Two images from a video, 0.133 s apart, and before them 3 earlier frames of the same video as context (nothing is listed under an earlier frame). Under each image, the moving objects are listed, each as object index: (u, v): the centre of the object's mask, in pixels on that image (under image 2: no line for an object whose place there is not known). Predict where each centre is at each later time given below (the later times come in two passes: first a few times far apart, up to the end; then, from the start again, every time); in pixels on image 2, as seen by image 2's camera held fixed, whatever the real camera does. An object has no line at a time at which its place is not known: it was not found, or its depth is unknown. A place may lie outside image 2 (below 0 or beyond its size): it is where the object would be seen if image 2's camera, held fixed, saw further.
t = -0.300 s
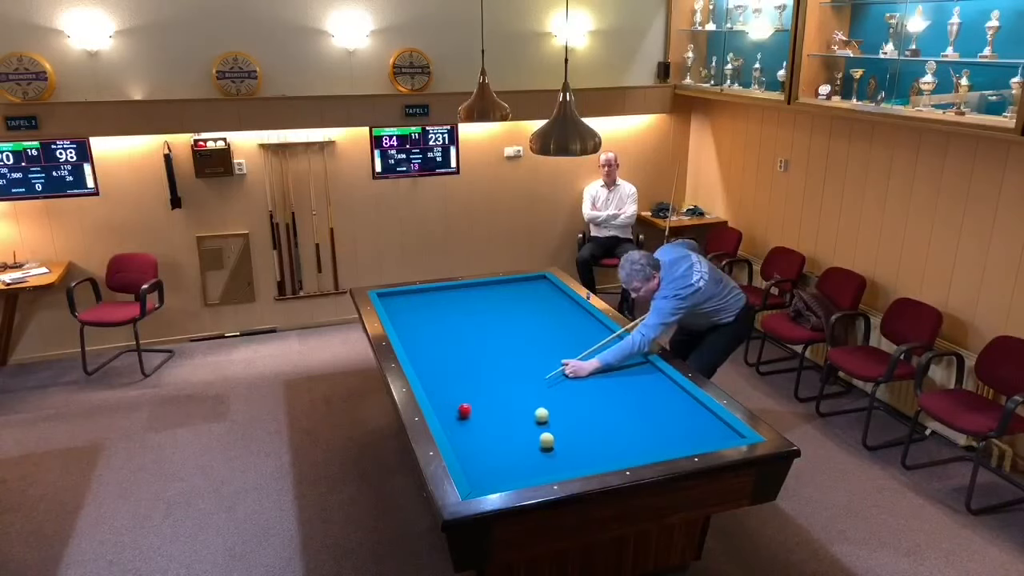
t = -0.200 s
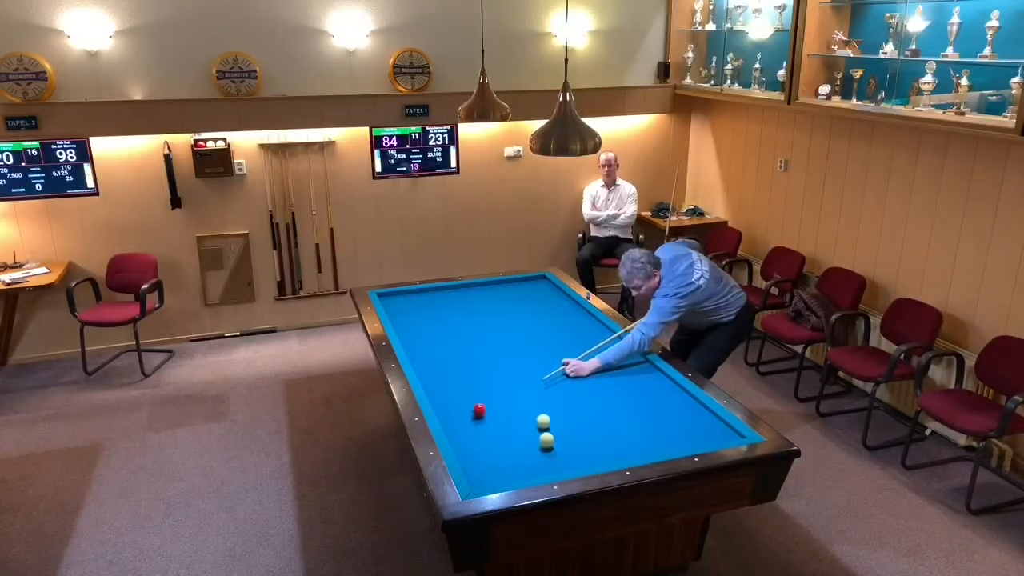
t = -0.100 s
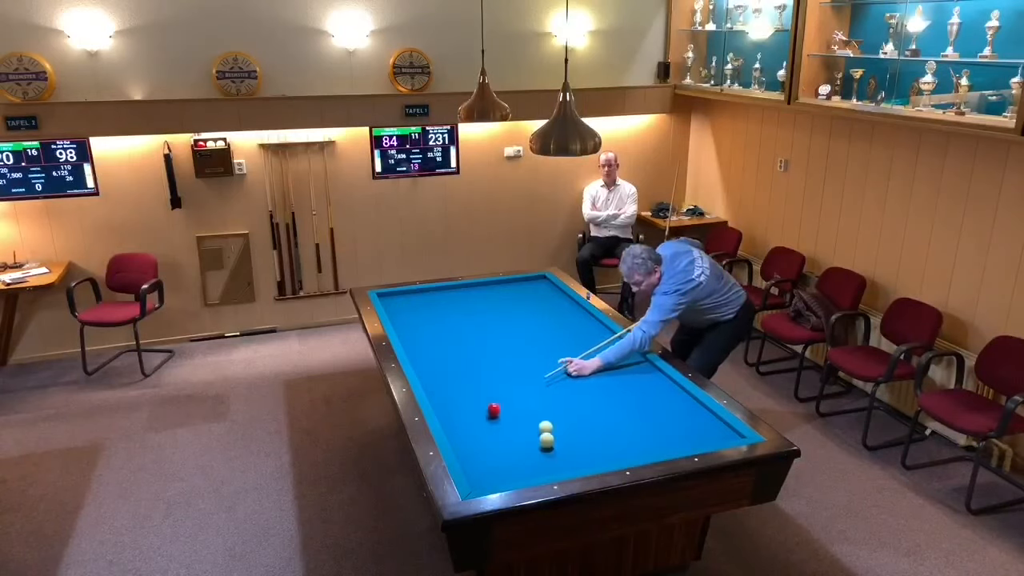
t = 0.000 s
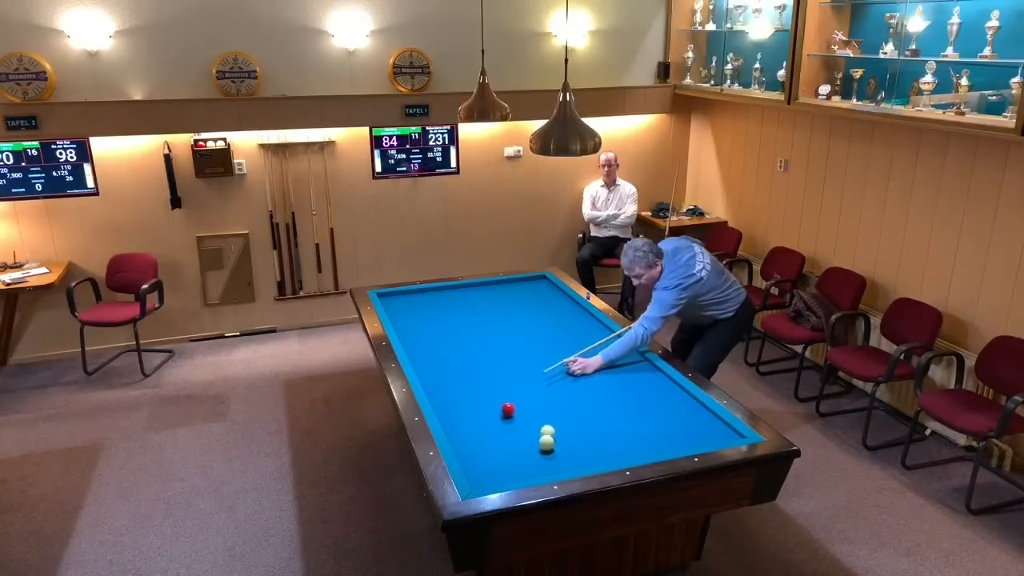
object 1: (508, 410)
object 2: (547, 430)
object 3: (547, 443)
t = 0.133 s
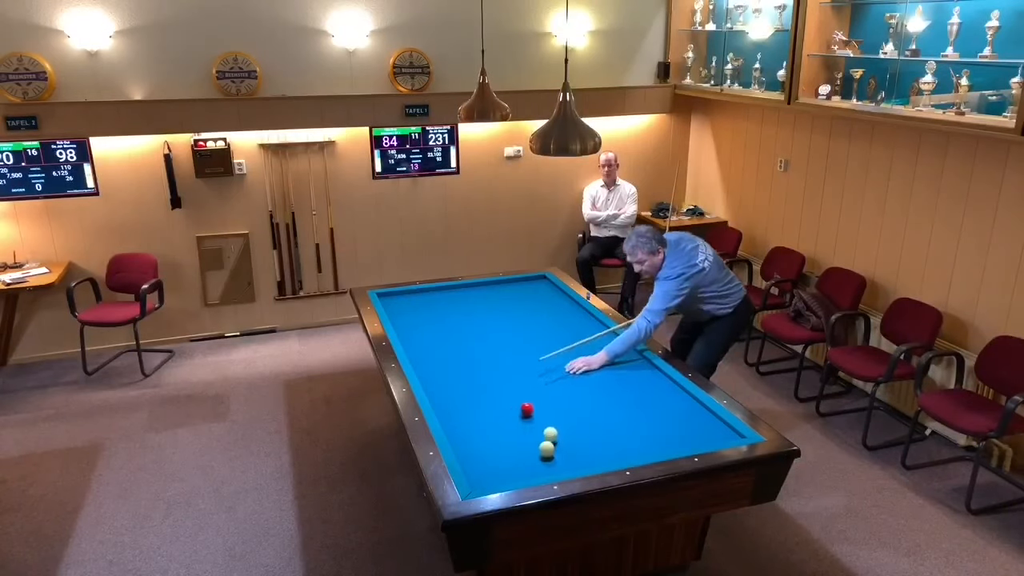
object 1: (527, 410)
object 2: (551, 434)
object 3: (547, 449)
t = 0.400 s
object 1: (564, 410)
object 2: (556, 439)
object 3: (547, 461)
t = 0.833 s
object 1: (623, 409)
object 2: (564, 444)
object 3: (540, 469)
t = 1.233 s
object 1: (676, 408)
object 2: (570, 449)
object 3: (528, 462)
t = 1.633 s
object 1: (692, 412)
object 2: (575, 452)
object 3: (518, 455)
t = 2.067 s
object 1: (672, 421)
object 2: (579, 456)
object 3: (508, 450)
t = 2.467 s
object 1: (654, 428)
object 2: (581, 457)
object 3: (501, 446)
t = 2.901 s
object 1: (635, 436)
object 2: (582, 458)
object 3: (495, 442)
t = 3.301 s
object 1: (618, 444)
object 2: (583, 459)
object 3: (490, 439)
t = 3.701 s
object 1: (602, 450)
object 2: (582, 459)
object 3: (488, 437)
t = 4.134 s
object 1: (592, 454)
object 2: (578, 461)
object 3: (485, 435)
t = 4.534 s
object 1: (589, 454)
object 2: (571, 463)
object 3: (485, 435)
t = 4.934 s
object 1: (589, 454)
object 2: (567, 466)
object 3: (485, 435)
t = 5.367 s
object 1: (589, 454)
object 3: (485, 435)
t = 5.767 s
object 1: (589, 454)
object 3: (485, 435)
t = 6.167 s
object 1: (589, 454)
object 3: (485, 435)
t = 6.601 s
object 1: (589, 454)
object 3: (485, 435)
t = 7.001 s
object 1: (589, 454)
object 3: (485, 435)
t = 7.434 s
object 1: (589, 454)
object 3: (485, 435)
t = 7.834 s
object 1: (589, 454)
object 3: (485, 435)
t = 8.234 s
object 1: (589, 454)
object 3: (485, 435)
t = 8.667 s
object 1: (589, 454)
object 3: (485, 435)
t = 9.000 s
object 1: (588, 456)
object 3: (485, 435)
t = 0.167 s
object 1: (532, 410)
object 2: (551, 435)
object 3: (547, 451)
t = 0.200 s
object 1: (536, 410)
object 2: (552, 436)
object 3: (547, 452)
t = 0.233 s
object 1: (541, 409)
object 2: (553, 436)
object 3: (547, 453)
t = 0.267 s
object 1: (546, 410)
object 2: (553, 437)
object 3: (546, 455)
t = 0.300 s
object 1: (550, 410)
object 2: (554, 437)
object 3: (547, 456)
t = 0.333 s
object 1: (555, 409)
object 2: (555, 438)
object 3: (547, 458)
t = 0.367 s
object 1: (560, 409)
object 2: (555, 438)
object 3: (547, 460)
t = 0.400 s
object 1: (564, 410)
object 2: (556, 439)
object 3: (547, 461)
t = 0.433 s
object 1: (569, 410)
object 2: (556, 439)
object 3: (547, 462)
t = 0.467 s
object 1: (573, 409)
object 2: (557, 440)
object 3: (546, 464)
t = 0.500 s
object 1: (578, 409)
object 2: (558, 440)
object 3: (547, 465)
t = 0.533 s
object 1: (582, 409)
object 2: (558, 440)
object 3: (547, 466)
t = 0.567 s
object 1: (587, 409)
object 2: (559, 441)
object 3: (546, 468)
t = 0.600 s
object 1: (592, 409)
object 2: (560, 442)
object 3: (546, 469)
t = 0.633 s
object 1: (596, 409)
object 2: (560, 442)
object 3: (546, 470)
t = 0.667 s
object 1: (601, 409)
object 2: (561, 442)
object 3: (546, 470)
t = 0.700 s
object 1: (606, 409)
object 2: (561, 442)
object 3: (545, 469)
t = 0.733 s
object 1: (610, 409)
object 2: (562, 443)
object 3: (544, 470)
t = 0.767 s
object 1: (614, 409)
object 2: (563, 444)
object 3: (542, 470)
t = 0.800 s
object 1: (619, 409)
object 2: (563, 444)
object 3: (541, 470)
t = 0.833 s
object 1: (623, 409)
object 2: (564, 444)
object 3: (540, 469)
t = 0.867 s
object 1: (628, 409)
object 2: (564, 445)
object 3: (539, 469)
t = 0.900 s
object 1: (632, 409)
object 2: (565, 445)
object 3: (538, 469)
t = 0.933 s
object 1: (636, 409)
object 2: (565, 446)
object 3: (537, 468)
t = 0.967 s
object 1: (641, 409)
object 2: (566, 446)
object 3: (537, 467)
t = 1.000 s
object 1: (645, 409)
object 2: (566, 446)
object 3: (536, 466)
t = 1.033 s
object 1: (650, 409)
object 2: (567, 447)
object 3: (535, 466)
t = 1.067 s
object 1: (654, 408)
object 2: (567, 447)
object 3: (534, 466)
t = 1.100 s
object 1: (658, 408)
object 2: (568, 448)
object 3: (532, 465)
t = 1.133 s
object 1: (663, 408)
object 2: (569, 448)
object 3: (531, 464)
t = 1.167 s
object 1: (667, 408)
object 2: (569, 448)
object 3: (530, 464)
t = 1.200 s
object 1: (671, 409)
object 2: (569, 449)
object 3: (529, 463)
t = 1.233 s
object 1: (676, 408)
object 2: (570, 449)
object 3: (528, 462)
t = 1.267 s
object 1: (680, 409)
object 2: (570, 449)
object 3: (528, 462)
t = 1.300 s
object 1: (684, 409)
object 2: (571, 450)
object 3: (526, 461)
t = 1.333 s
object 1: (689, 408)
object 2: (571, 450)
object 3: (526, 460)
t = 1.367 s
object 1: (693, 409)
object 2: (571, 450)
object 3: (525, 460)
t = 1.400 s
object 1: (697, 408)
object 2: (572, 451)
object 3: (524, 459)
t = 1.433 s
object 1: (701, 409)
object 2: (572, 451)
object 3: (523, 459)
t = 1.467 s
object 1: (701, 409)
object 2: (573, 451)
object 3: (522, 458)
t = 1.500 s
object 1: (698, 409)
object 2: (573, 452)
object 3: (521, 458)
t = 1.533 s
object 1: (697, 410)
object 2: (574, 452)
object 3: (520, 457)
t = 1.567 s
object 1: (696, 411)
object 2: (574, 452)
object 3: (519, 457)
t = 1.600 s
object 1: (694, 412)
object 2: (574, 452)
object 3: (519, 456)
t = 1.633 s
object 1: (692, 412)
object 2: (575, 452)
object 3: (518, 455)
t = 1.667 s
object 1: (691, 413)
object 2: (575, 453)
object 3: (517, 455)
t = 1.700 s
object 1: (689, 413)
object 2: (575, 453)
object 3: (516, 455)
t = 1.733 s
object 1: (687, 414)
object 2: (576, 453)
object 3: (515, 454)
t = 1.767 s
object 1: (686, 415)
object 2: (576, 453)
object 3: (515, 454)
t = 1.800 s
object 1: (684, 416)
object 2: (576, 454)
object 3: (514, 453)
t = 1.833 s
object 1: (682, 417)
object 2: (577, 454)
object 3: (513, 453)
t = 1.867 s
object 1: (681, 417)
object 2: (577, 454)
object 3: (512, 453)
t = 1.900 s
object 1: (679, 418)
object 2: (577, 455)
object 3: (512, 452)
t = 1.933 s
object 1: (678, 418)
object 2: (578, 455)
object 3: (511, 452)
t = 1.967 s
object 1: (676, 419)
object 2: (578, 455)
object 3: (510, 451)
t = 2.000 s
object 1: (675, 420)
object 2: (578, 455)
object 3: (510, 451)
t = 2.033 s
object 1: (673, 420)
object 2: (578, 455)
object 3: (509, 451)
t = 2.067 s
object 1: (672, 421)
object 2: (579, 456)
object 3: (508, 450)
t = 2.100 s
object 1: (670, 421)
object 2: (579, 456)
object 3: (508, 450)
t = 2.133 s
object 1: (669, 422)
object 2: (579, 456)
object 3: (507, 449)
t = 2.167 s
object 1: (667, 422)
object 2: (579, 456)
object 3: (506, 449)
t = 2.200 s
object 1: (666, 423)
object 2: (580, 456)
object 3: (506, 449)
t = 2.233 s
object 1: (664, 424)
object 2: (580, 456)
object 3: (505, 448)
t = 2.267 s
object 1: (662, 425)
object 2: (580, 457)
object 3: (504, 448)
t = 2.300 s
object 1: (661, 425)
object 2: (580, 457)
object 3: (504, 447)
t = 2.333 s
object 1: (659, 426)
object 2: (580, 457)
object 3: (503, 447)
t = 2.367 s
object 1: (658, 426)
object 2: (581, 457)
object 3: (503, 447)
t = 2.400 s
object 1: (657, 427)
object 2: (581, 457)
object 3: (502, 446)
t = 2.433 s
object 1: (655, 428)
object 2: (581, 457)
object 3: (502, 446)
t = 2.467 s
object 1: (654, 428)
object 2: (581, 457)
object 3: (501, 446)
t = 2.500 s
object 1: (652, 429)
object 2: (581, 457)
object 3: (500, 446)
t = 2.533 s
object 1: (650, 430)
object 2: (581, 458)
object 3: (500, 445)
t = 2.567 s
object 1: (649, 430)
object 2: (581, 457)
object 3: (499, 445)
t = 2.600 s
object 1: (648, 431)
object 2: (582, 458)
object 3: (499, 445)
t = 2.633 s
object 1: (646, 431)
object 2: (582, 457)
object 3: (498, 444)
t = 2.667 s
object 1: (645, 432)
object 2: (582, 458)
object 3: (498, 444)
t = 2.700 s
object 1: (643, 433)
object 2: (582, 458)
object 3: (497, 444)
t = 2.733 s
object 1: (642, 433)
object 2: (582, 458)
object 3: (497, 443)
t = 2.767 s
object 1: (640, 434)
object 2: (582, 458)
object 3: (496, 443)
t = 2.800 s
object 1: (639, 435)
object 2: (582, 458)
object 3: (496, 443)
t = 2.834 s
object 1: (637, 435)
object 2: (582, 458)
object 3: (495, 442)
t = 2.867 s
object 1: (636, 435)
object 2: (582, 458)
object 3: (495, 442)
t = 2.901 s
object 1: (635, 436)
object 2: (582, 458)
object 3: (495, 442)
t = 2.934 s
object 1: (633, 437)
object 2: (582, 458)
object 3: (494, 441)
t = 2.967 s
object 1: (632, 438)
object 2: (582, 458)
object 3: (494, 441)
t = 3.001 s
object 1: (630, 438)
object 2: (582, 458)
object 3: (494, 441)
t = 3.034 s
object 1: (629, 438)
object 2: (583, 458)
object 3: (493, 440)
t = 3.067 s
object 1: (627, 439)
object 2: (583, 458)
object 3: (493, 440)
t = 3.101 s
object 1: (626, 440)
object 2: (583, 458)
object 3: (493, 440)
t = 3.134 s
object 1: (625, 440)
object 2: (582, 458)
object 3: (492, 440)
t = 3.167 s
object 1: (623, 441)
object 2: (583, 458)
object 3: (492, 440)
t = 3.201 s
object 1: (622, 441)
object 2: (583, 458)
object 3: (492, 439)
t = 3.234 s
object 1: (620, 442)
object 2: (583, 458)
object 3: (491, 439)
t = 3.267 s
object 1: (619, 443)
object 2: (583, 458)
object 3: (491, 439)
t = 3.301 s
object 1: (618, 444)
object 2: (583, 459)
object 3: (490, 439)
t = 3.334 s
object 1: (617, 444)
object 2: (582, 459)
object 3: (490, 439)
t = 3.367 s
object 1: (615, 445)
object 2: (583, 458)
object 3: (490, 438)
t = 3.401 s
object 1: (614, 445)
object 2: (583, 458)
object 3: (490, 438)
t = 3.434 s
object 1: (612, 446)
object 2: (582, 458)
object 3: (489, 438)
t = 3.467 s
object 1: (611, 446)
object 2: (583, 458)
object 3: (489, 438)
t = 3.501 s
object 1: (610, 447)
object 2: (583, 459)
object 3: (489, 438)
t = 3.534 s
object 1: (608, 447)
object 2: (582, 459)
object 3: (489, 438)
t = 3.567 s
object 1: (607, 448)
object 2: (582, 459)
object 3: (489, 438)
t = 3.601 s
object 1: (606, 448)
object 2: (583, 459)
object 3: (488, 437)
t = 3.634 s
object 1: (605, 449)
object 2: (583, 458)
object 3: (488, 437)
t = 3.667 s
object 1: (603, 450)
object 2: (582, 459)
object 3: (488, 437)
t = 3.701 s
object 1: (602, 450)
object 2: (582, 459)
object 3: (488, 437)
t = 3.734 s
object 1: (601, 451)
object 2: (582, 459)
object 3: (487, 437)
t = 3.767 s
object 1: (600, 451)
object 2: (582, 459)
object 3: (487, 437)
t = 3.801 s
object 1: (598, 452)
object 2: (582, 459)
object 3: (487, 436)
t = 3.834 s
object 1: (597, 452)
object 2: (582, 459)
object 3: (487, 436)
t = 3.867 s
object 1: (596, 453)
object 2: (582, 459)
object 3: (486, 436)
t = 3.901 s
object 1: (595, 453)
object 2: (582, 459)
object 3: (486, 436)
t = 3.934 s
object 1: (595, 453)
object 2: (582, 459)
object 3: (486, 436)
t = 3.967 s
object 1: (594, 453)
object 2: (581, 459)
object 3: (486, 436)
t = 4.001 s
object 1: (594, 454)
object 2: (581, 459)
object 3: (486, 436)
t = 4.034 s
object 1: (593, 454)
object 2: (580, 460)
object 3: (486, 436)
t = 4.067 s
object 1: (593, 454)
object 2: (580, 460)
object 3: (486, 435)
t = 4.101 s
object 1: (592, 454)
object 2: (579, 461)
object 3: (485, 435)
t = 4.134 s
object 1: (592, 454)
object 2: (578, 461)
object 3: (485, 435)
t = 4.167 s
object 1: (591, 454)
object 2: (578, 461)
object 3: (485, 435)
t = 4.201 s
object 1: (591, 454)
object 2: (577, 461)
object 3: (485, 435)
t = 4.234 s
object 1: (591, 454)
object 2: (576, 462)
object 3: (485, 435)
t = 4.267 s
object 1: (590, 454)
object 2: (576, 462)
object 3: (485, 435)
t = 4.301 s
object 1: (590, 454)
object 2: (576, 462)
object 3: (485, 435)
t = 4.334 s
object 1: (590, 454)
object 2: (575, 462)
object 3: (485, 435)
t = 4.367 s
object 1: (590, 454)
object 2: (574, 462)
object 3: (485, 435)
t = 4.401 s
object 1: (590, 454)
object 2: (574, 462)
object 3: (485, 435)
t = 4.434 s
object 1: (590, 454)
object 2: (574, 462)
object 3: (485, 435)
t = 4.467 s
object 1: (589, 454)
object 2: (573, 463)
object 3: (485, 435)
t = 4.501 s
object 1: (589, 454)
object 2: (572, 463)
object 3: (485, 435)
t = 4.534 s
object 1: (589, 454)
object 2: (571, 463)
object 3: (485, 435)
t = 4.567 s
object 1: (589, 454)
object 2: (571, 463)
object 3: (485, 435)
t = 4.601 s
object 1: (589, 454)
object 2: (571, 463)
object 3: (485, 435)
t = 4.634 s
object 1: (589, 454)
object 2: (570, 464)
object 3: (485, 435)
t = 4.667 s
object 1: (589, 454)
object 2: (570, 464)
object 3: (485, 435)
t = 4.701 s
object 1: (589, 454)
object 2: (570, 464)
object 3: (485, 435)
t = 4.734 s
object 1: (589, 454)
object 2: (569, 464)
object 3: (485, 435)
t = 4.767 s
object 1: (589, 454)
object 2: (569, 464)
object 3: (485, 435)
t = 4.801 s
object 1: (589, 454)
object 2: (568, 465)
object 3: (485, 435)
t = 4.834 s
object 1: (589, 454)
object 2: (568, 465)
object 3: (485, 435)
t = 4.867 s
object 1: (588, 454)
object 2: (568, 465)
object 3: (485, 435)
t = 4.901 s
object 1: (588, 455)
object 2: (567, 466)
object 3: (485, 435)
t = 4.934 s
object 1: (589, 454)
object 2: (567, 466)
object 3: (485, 435)
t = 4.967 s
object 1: (588, 454)
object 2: (566, 466)
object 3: (485, 435)
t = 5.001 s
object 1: (589, 454)
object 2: (566, 466)
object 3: (485, 435)
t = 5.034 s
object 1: (589, 454)
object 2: (566, 466)
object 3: (485, 435)
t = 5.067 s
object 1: (589, 454)
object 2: (566, 466)
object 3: (485, 435)
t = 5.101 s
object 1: (589, 454)
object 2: (566, 467)
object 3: (485, 435)
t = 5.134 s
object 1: (589, 454)
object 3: (485, 435)
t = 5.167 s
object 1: (589, 454)
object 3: (485, 435)
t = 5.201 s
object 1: (588, 454)
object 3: (485, 435)
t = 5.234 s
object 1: (589, 454)
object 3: (485, 435)
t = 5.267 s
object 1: (589, 454)
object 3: (485, 435)
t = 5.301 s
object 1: (589, 454)
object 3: (485, 435)
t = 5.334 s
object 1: (589, 454)
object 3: (485, 435)
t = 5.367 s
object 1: (589, 454)
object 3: (485, 435)
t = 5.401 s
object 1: (589, 454)
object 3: (485, 435)
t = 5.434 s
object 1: (589, 454)
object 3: (485, 435)
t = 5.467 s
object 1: (589, 454)
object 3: (485, 435)
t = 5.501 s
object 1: (589, 454)
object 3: (485, 435)
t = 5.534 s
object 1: (589, 454)
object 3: (485, 435)
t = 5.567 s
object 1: (589, 454)
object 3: (485, 435)
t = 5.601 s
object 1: (589, 454)
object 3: (485, 435)
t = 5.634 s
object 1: (589, 454)
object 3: (485, 435)
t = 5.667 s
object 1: (589, 454)
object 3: (485, 435)
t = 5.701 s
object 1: (589, 454)
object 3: (485, 435)
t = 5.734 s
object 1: (589, 454)
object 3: (485, 435)
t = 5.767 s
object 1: (589, 454)
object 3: (485, 435)
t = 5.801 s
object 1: (589, 454)
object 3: (485, 435)
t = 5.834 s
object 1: (589, 454)
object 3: (485, 435)
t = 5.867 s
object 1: (589, 454)
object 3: (485, 435)
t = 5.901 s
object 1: (589, 454)
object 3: (485, 435)
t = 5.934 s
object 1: (589, 454)
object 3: (485, 435)
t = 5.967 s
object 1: (589, 454)
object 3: (485, 435)
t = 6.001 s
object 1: (589, 454)
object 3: (485, 435)
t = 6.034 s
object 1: (589, 454)
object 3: (485, 435)
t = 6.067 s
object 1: (589, 454)
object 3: (485, 435)
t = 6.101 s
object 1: (589, 454)
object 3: (485, 435)
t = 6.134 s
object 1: (589, 454)
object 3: (485, 435)
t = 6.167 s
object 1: (589, 454)
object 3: (485, 435)
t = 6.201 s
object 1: (589, 454)
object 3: (485, 435)
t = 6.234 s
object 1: (589, 454)
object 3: (485, 435)
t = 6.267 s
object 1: (589, 454)
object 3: (485, 435)
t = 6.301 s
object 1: (589, 454)
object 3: (485, 435)
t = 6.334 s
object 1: (589, 454)
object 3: (485, 435)
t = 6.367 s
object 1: (589, 454)
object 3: (485, 435)
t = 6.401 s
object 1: (589, 454)
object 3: (485, 435)
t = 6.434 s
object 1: (589, 454)
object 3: (485, 435)
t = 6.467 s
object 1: (589, 454)
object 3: (485, 435)
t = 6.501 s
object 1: (589, 454)
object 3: (485, 435)
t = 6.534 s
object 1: (589, 454)
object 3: (485, 435)
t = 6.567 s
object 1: (589, 454)
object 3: (485, 435)
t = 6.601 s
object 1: (589, 454)
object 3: (485, 435)
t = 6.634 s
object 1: (589, 454)
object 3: (485, 435)
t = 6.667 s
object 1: (589, 454)
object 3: (485, 435)
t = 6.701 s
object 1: (589, 454)
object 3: (485, 435)
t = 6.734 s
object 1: (589, 454)
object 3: (485, 435)
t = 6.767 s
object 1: (589, 454)
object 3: (485, 435)
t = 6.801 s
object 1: (589, 454)
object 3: (485, 435)
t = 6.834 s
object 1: (589, 454)
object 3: (485, 435)
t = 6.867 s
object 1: (589, 454)
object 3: (485, 435)
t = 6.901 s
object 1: (589, 454)
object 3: (485, 435)
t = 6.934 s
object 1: (589, 454)
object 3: (485, 435)
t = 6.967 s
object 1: (589, 454)
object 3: (485, 435)
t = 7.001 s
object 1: (589, 454)
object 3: (485, 435)
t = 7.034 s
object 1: (589, 454)
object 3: (485, 435)
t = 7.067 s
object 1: (589, 454)
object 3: (485, 435)
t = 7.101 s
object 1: (589, 454)
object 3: (485, 435)
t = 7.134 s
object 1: (589, 454)
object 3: (485, 435)
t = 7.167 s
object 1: (589, 454)
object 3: (485, 435)
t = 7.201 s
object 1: (589, 454)
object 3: (485, 435)
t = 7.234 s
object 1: (589, 454)
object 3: (485, 435)
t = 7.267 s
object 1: (589, 454)
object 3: (485, 435)
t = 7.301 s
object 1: (589, 454)
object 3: (485, 435)
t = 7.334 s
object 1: (589, 454)
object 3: (485, 435)
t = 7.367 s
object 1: (589, 454)
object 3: (485, 435)
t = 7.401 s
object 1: (589, 454)
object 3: (485, 435)
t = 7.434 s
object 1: (589, 454)
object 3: (485, 435)
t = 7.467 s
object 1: (589, 454)
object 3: (485, 435)
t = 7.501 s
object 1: (589, 454)
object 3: (485, 435)
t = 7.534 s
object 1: (589, 454)
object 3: (485, 435)
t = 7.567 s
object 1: (589, 454)
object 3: (485, 435)
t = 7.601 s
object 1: (589, 454)
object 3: (485, 435)
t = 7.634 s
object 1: (589, 454)
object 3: (485, 435)
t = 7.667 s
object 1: (589, 454)
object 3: (485, 435)
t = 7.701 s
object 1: (589, 454)
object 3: (485, 435)
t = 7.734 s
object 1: (589, 454)
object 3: (485, 435)
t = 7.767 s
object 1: (589, 454)
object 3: (485, 435)
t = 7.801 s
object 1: (589, 454)
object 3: (485, 435)
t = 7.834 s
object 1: (589, 454)
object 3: (485, 435)
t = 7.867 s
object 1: (589, 454)
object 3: (485, 435)
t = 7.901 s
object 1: (589, 454)
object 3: (485, 435)
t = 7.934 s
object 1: (589, 454)
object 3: (485, 435)
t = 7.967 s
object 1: (589, 454)
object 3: (485, 435)
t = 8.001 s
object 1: (589, 454)
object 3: (485, 435)
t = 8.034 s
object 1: (589, 454)
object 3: (485, 435)
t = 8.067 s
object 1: (589, 454)
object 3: (485, 435)
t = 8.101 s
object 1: (589, 454)
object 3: (485, 435)
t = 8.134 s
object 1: (589, 454)
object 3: (485, 435)
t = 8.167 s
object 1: (589, 454)
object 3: (485, 435)
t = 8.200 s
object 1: (589, 454)
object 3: (485, 435)
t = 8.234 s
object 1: (589, 454)
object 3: (485, 435)
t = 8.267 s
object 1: (589, 454)
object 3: (485, 435)
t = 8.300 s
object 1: (589, 454)
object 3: (485, 435)
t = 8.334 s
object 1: (589, 454)
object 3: (485, 435)
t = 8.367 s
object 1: (589, 454)
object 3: (485, 435)
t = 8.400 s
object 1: (589, 454)
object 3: (485, 435)
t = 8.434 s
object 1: (589, 454)
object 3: (485, 435)
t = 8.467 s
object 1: (589, 454)
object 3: (485, 435)
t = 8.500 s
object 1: (589, 454)
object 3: (485, 435)
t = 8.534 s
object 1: (589, 454)
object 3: (485, 435)
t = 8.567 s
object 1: (589, 455)
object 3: (485, 435)
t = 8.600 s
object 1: (589, 454)
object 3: (485, 435)
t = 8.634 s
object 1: (589, 454)
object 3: (485, 435)
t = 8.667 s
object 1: (589, 454)
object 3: (485, 435)
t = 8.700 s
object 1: (589, 455)
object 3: (485, 435)
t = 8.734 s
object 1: (589, 455)
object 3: (485, 435)
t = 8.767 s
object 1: (589, 455)
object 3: (485, 435)
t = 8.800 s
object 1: (589, 453)
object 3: (485, 435)
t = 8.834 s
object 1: (589, 453)
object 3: (485, 435)
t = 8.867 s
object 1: (589, 453)
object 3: (485, 435)
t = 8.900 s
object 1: (588, 455)
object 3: (485, 435)
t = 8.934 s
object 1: (588, 456)
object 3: (485, 435)
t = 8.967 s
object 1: (588, 456)
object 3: (485, 435)
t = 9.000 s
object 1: (588, 456)
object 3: (485, 435)
